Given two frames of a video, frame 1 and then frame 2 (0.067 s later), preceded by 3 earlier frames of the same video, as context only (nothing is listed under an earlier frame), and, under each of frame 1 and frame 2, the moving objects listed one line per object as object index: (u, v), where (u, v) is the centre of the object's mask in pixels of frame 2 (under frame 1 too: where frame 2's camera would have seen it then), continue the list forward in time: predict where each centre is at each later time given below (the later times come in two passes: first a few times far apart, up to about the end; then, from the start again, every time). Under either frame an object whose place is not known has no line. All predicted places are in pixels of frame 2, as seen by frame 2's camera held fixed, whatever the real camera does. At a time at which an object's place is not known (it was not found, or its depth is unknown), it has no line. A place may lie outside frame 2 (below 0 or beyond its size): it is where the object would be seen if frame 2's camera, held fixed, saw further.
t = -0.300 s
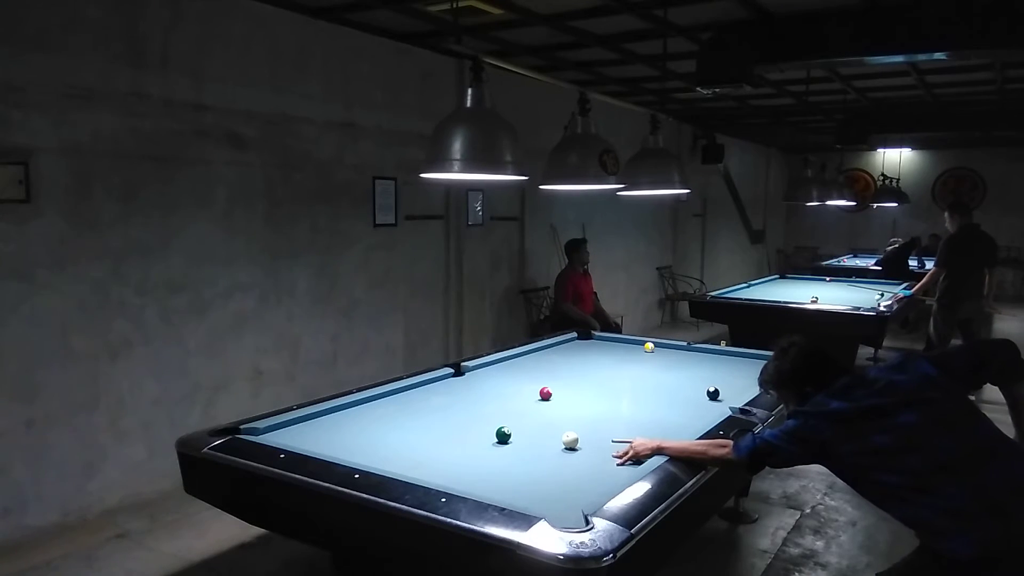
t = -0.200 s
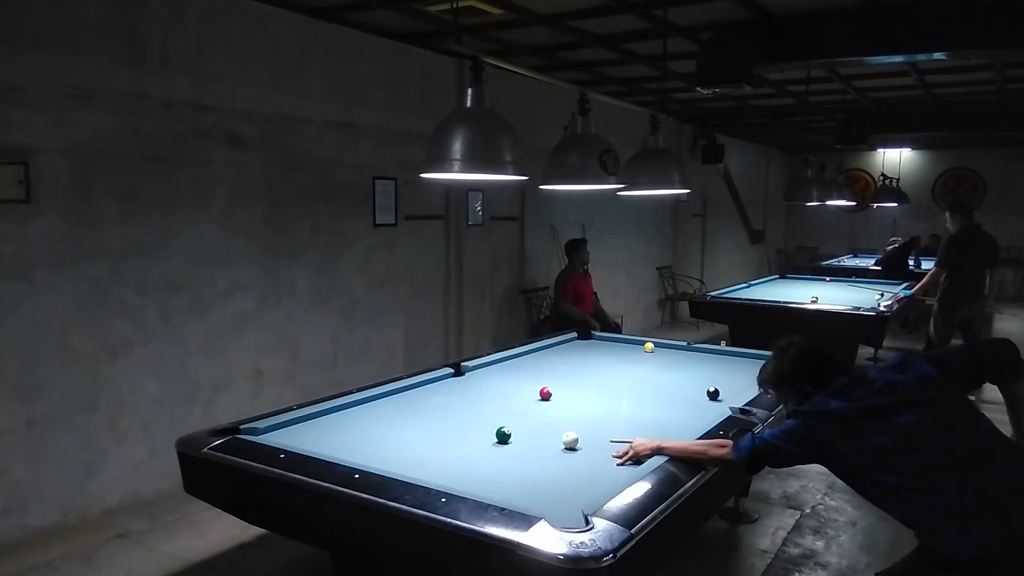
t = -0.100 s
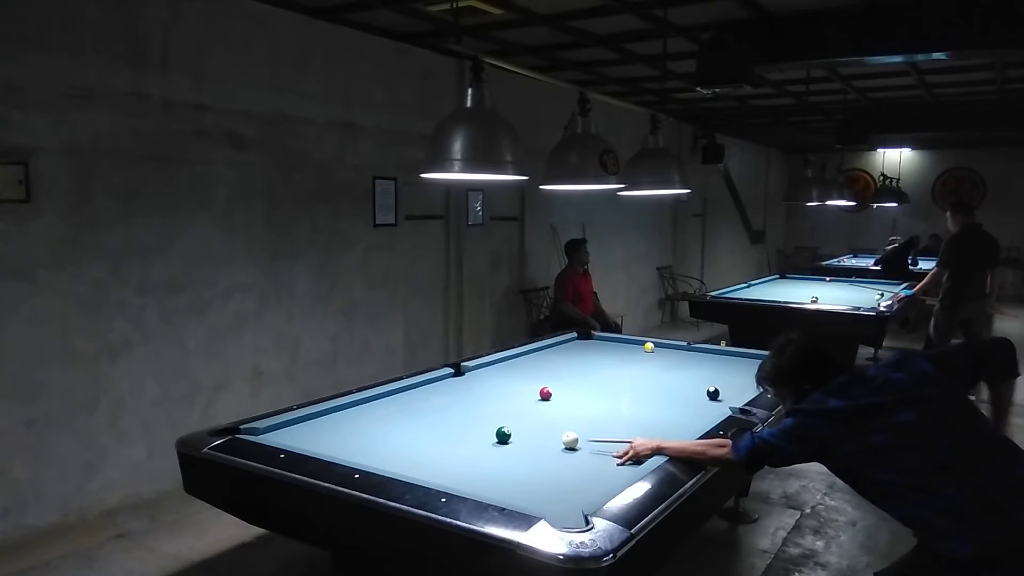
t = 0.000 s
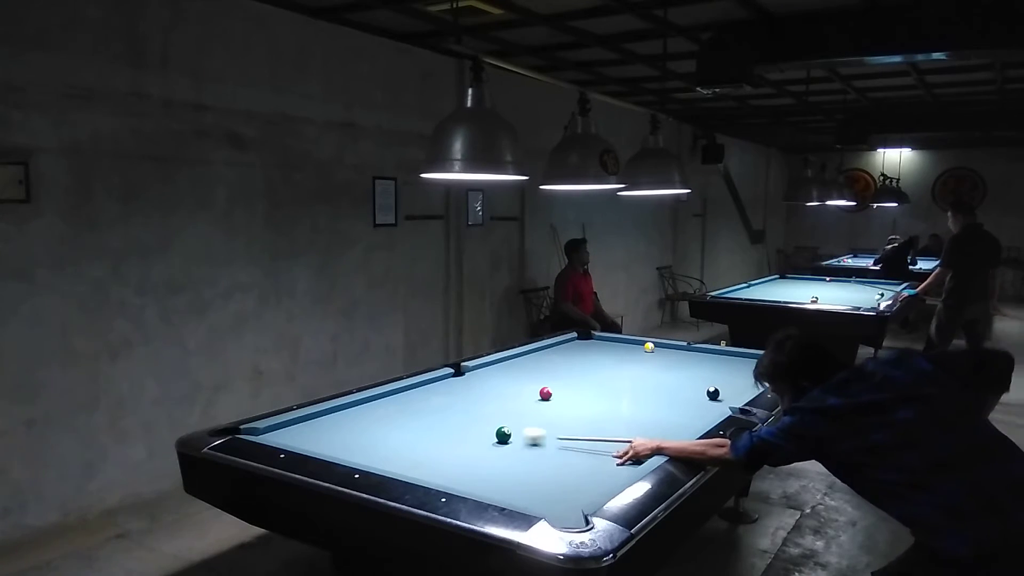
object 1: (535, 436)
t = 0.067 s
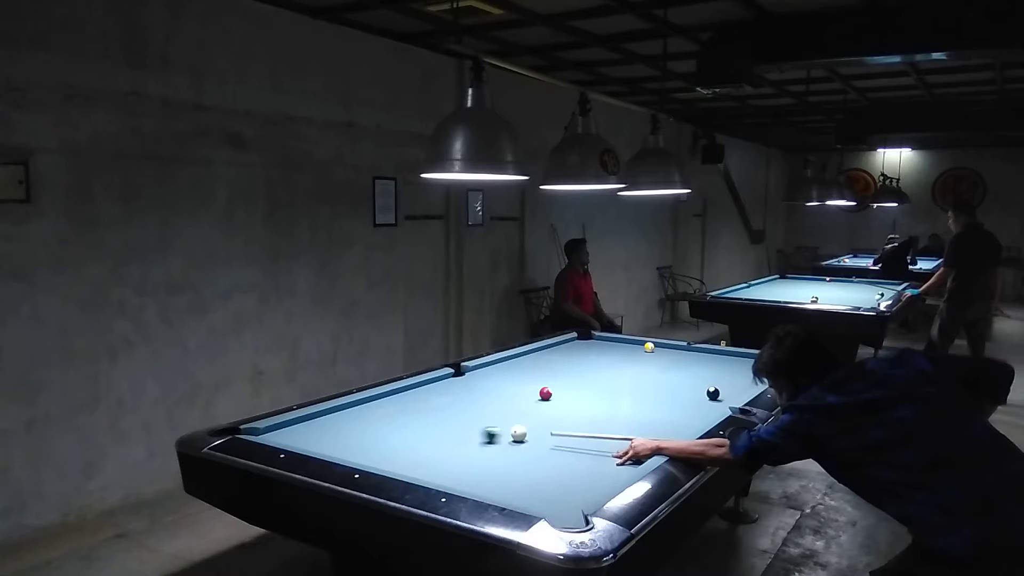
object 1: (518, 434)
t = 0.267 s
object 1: (507, 426)
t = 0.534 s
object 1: (493, 418)
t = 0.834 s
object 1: (478, 409)
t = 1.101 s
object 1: (467, 402)
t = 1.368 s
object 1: (457, 396)
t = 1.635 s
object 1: (448, 391)
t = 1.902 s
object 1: (439, 387)
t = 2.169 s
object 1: (431, 382)
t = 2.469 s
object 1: (440, 382)
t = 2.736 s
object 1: (450, 382)
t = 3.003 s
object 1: (458, 383)
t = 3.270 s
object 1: (465, 382)
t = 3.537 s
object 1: (470, 382)
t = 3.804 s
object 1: (474, 383)
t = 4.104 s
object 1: (476, 383)
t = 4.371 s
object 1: (477, 383)
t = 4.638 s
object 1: (477, 383)
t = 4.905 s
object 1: (477, 383)
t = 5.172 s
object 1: (478, 383)
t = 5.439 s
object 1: (478, 383)
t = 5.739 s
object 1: (478, 383)
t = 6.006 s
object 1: (478, 383)
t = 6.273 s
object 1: (478, 383)
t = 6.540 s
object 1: (478, 383)
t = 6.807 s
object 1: (478, 383)
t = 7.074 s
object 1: (478, 383)
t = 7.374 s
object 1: (478, 383)
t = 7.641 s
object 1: (478, 383)
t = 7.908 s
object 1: (478, 383)
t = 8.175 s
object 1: (478, 383)
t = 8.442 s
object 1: (478, 383)
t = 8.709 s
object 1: (478, 383)
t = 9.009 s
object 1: (478, 383)
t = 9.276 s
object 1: (478, 383)
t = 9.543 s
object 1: (478, 383)
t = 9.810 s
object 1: (478, 383)
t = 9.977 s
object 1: (478, 383)
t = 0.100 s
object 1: (517, 432)
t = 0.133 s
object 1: (515, 431)
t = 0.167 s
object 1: (513, 430)
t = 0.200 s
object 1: (511, 429)
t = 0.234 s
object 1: (509, 427)
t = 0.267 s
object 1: (507, 426)
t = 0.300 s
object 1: (505, 425)
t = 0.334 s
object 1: (503, 424)
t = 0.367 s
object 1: (502, 423)
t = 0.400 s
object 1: (500, 422)
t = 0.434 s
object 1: (498, 421)
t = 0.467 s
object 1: (496, 419)
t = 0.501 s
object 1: (494, 418)
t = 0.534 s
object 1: (493, 418)
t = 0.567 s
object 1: (491, 416)
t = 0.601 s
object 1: (489, 416)
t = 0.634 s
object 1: (488, 415)
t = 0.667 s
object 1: (486, 414)
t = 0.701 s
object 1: (484, 413)
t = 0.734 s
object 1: (483, 412)
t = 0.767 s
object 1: (481, 411)
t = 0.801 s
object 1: (480, 410)
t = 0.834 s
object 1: (478, 409)
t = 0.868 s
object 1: (477, 408)
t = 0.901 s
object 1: (476, 407)
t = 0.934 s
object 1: (474, 406)
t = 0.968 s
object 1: (472, 406)
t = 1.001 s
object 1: (471, 405)
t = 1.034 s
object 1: (470, 404)
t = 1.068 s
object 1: (468, 403)
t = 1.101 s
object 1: (467, 402)
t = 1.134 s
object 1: (466, 402)
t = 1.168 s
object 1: (464, 401)
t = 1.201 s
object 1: (463, 400)
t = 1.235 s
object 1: (462, 399)
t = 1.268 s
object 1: (461, 398)
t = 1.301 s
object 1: (459, 398)
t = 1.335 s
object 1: (458, 397)
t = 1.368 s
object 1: (457, 396)
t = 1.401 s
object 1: (456, 396)
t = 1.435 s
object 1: (455, 395)
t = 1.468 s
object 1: (453, 394)
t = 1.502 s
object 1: (452, 394)
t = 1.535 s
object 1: (451, 393)
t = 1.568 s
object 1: (450, 392)
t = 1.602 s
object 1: (449, 392)
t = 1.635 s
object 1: (448, 391)
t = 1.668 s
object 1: (447, 390)
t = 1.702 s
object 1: (446, 390)
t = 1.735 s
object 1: (444, 389)
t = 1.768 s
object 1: (443, 389)
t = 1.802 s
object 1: (442, 388)
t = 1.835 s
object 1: (441, 388)
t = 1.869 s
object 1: (440, 387)
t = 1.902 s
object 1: (439, 387)
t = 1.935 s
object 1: (438, 386)
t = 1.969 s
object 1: (437, 385)
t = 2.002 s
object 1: (436, 385)
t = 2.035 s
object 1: (435, 384)
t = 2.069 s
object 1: (434, 384)
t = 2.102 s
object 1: (433, 383)
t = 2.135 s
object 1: (432, 383)
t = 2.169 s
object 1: (431, 382)
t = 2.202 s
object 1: (430, 382)
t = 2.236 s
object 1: (431, 382)
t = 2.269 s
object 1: (432, 382)
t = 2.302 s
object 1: (434, 382)
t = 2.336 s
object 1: (435, 382)
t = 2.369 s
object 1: (436, 382)
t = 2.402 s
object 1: (438, 382)
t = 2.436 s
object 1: (439, 382)
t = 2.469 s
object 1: (440, 382)
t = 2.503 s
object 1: (442, 382)
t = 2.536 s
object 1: (443, 382)
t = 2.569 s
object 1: (444, 382)
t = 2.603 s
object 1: (445, 382)
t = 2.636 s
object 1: (446, 382)
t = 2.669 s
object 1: (447, 382)
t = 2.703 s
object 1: (449, 382)
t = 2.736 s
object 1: (450, 382)
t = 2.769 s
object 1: (451, 382)
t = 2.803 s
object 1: (452, 382)
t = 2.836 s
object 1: (453, 382)
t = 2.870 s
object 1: (454, 382)
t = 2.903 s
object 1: (455, 382)
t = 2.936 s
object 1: (456, 382)
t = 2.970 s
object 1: (457, 383)
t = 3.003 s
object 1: (458, 383)
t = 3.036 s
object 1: (459, 383)
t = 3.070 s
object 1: (460, 383)
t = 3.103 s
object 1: (460, 383)
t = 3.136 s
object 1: (461, 383)
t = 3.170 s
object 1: (462, 383)
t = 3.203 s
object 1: (463, 383)
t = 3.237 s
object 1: (464, 383)
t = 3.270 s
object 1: (465, 382)
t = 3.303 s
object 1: (465, 382)
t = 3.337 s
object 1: (466, 382)
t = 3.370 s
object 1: (467, 382)
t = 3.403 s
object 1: (467, 382)
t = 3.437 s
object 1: (468, 382)
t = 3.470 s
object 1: (469, 382)
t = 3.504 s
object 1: (469, 382)
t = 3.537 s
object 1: (470, 382)
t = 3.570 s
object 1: (470, 382)
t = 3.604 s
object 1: (471, 382)
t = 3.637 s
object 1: (471, 382)
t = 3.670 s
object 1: (472, 383)
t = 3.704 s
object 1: (472, 383)
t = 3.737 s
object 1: (473, 383)
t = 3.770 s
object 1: (473, 382)
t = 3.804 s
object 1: (474, 383)
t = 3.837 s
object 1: (474, 382)
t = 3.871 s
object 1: (475, 383)
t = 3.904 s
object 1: (475, 383)
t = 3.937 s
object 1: (475, 383)
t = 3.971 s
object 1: (476, 382)
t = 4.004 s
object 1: (476, 383)
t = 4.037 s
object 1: (476, 382)
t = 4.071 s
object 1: (476, 383)
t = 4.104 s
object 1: (476, 383)
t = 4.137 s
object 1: (477, 383)
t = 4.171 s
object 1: (477, 383)
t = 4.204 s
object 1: (477, 383)
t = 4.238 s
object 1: (477, 383)
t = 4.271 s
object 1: (477, 383)
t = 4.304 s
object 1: (477, 383)
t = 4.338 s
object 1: (477, 383)
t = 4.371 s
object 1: (477, 383)
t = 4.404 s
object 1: (477, 383)
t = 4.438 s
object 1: (477, 383)
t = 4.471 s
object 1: (477, 383)
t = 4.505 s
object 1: (477, 383)
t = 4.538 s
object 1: (477, 383)
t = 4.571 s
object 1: (478, 383)
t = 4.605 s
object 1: (477, 383)
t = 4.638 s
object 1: (477, 383)
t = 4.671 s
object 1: (477, 383)
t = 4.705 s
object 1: (477, 383)
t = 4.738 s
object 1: (477, 383)
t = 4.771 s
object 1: (477, 383)
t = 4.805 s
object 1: (477, 383)
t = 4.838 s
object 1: (477, 383)
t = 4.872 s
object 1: (477, 383)
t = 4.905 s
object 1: (477, 383)
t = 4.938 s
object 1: (478, 383)
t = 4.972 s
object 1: (478, 383)
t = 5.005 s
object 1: (478, 383)
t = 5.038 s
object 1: (478, 383)
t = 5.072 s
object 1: (478, 383)
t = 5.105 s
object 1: (478, 383)
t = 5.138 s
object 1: (478, 383)
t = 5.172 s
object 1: (478, 383)
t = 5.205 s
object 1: (478, 383)
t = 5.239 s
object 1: (477, 383)
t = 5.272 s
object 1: (477, 383)
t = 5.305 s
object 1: (478, 383)
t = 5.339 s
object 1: (478, 383)
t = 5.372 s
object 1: (478, 383)
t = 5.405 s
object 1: (478, 383)
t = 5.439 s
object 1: (478, 383)
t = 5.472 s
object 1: (478, 383)
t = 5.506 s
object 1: (478, 383)
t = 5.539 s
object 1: (478, 383)
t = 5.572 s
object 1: (478, 383)
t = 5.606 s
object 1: (478, 383)
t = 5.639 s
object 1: (478, 383)
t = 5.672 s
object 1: (478, 383)
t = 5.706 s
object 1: (478, 383)
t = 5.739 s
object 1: (478, 383)
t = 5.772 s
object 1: (478, 383)
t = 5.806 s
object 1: (478, 383)
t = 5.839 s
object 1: (478, 383)
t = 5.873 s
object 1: (478, 383)
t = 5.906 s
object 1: (478, 383)
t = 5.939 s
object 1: (478, 383)
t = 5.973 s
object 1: (478, 383)
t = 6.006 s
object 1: (478, 383)
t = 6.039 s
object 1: (478, 383)
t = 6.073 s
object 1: (478, 383)
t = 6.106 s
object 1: (478, 383)
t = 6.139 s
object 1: (478, 383)
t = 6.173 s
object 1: (478, 383)
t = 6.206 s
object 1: (478, 383)
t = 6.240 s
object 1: (478, 383)
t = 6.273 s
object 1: (478, 383)
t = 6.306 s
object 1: (478, 383)
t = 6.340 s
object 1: (478, 383)
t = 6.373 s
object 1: (478, 383)
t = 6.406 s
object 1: (478, 383)
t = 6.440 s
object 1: (478, 383)
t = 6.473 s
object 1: (478, 383)
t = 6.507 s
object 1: (478, 383)
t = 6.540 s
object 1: (478, 383)
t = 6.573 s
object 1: (478, 383)
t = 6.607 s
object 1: (478, 383)
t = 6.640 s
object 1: (478, 383)
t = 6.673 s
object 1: (478, 383)
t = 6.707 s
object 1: (478, 383)
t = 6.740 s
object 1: (478, 383)
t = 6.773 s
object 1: (478, 383)
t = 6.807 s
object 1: (478, 383)
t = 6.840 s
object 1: (478, 383)
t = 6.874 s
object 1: (478, 383)
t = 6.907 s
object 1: (478, 383)
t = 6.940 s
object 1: (478, 383)
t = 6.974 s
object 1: (478, 383)
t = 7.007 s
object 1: (478, 383)
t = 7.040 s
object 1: (478, 383)
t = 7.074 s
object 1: (478, 383)
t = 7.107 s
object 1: (478, 383)
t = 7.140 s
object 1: (478, 383)
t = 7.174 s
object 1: (478, 383)
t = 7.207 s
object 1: (478, 383)
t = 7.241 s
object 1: (478, 383)
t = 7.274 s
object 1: (478, 383)
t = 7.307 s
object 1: (478, 383)
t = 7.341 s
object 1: (478, 383)
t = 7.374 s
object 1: (478, 383)
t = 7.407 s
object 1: (478, 383)
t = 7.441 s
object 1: (478, 383)
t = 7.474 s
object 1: (478, 383)
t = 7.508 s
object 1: (478, 383)
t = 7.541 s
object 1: (478, 383)
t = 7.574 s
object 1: (478, 383)
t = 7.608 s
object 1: (478, 383)
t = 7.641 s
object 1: (478, 383)
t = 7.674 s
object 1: (478, 383)
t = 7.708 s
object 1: (478, 383)
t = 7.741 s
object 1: (478, 383)
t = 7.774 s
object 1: (478, 383)
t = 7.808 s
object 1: (478, 383)
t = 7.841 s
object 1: (478, 383)
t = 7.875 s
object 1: (478, 383)
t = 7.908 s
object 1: (478, 383)
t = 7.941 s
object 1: (478, 383)
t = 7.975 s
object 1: (478, 383)
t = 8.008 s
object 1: (478, 383)
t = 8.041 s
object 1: (478, 383)
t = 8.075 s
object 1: (478, 383)
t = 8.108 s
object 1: (478, 383)
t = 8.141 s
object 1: (478, 383)
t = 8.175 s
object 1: (478, 383)
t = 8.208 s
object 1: (478, 383)
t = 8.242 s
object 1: (478, 383)
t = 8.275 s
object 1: (478, 383)
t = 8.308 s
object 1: (478, 383)
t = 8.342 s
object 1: (478, 383)
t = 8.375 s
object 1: (478, 383)
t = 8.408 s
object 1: (478, 383)
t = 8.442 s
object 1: (478, 383)
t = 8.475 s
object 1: (478, 383)
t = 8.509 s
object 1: (478, 383)
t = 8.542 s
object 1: (478, 383)
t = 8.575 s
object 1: (478, 383)
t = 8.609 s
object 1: (478, 383)
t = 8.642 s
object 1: (478, 383)
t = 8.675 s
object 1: (478, 383)
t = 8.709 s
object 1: (478, 383)
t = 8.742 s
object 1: (478, 383)
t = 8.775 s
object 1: (478, 383)
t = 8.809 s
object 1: (478, 383)
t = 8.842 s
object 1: (478, 383)
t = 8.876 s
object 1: (478, 383)
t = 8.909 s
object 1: (478, 383)
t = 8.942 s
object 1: (478, 383)
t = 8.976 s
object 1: (478, 383)
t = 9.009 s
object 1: (478, 383)
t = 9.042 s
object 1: (478, 383)
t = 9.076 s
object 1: (478, 383)
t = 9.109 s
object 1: (478, 383)
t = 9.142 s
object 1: (478, 383)
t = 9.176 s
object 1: (478, 383)
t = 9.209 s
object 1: (478, 383)
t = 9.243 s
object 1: (478, 383)
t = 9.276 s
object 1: (478, 383)
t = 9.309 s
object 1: (478, 383)
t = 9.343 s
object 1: (478, 383)
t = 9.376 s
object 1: (478, 383)
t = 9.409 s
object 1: (478, 383)
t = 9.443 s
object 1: (478, 383)
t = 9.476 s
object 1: (478, 383)
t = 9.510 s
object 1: (478, 383)
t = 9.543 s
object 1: (478, 383)
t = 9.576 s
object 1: (478, 383)
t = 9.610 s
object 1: (478, 383)
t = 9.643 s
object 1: (478, 383)
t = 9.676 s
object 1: (478, 383)
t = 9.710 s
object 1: (478, 383)
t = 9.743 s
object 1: (478, 383)
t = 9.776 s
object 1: (478, 383)
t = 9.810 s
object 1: (478, 383)
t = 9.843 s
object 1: (478, 383)
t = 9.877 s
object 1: (478, 383)
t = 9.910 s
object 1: (478, 383)
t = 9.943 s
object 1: (478, 383)
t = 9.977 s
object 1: (478, 383)
